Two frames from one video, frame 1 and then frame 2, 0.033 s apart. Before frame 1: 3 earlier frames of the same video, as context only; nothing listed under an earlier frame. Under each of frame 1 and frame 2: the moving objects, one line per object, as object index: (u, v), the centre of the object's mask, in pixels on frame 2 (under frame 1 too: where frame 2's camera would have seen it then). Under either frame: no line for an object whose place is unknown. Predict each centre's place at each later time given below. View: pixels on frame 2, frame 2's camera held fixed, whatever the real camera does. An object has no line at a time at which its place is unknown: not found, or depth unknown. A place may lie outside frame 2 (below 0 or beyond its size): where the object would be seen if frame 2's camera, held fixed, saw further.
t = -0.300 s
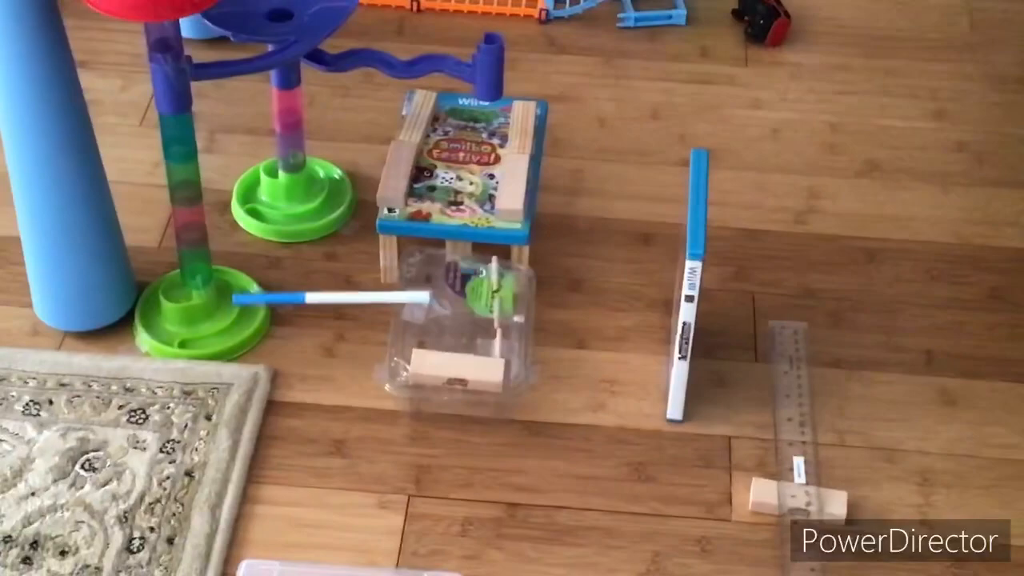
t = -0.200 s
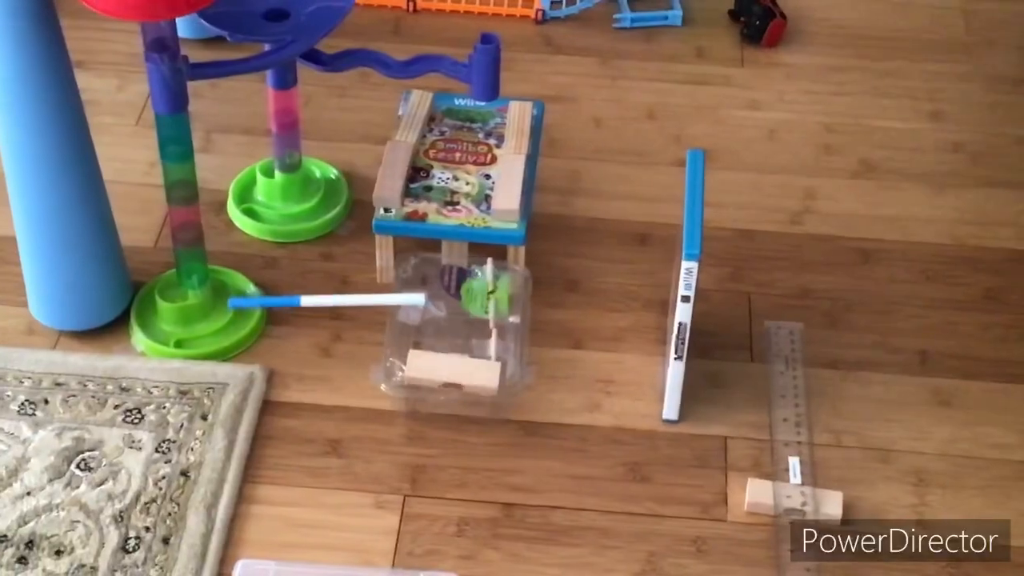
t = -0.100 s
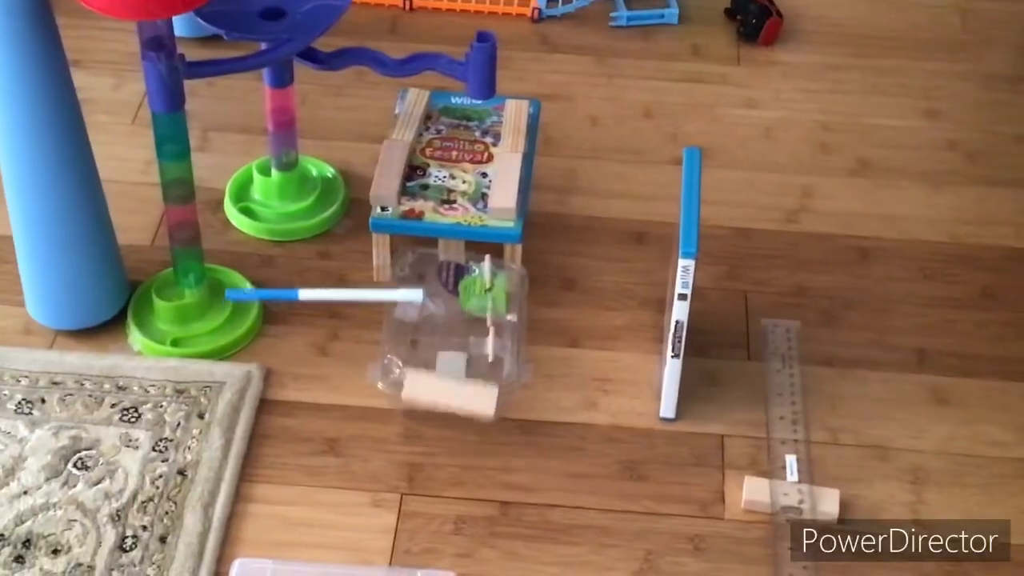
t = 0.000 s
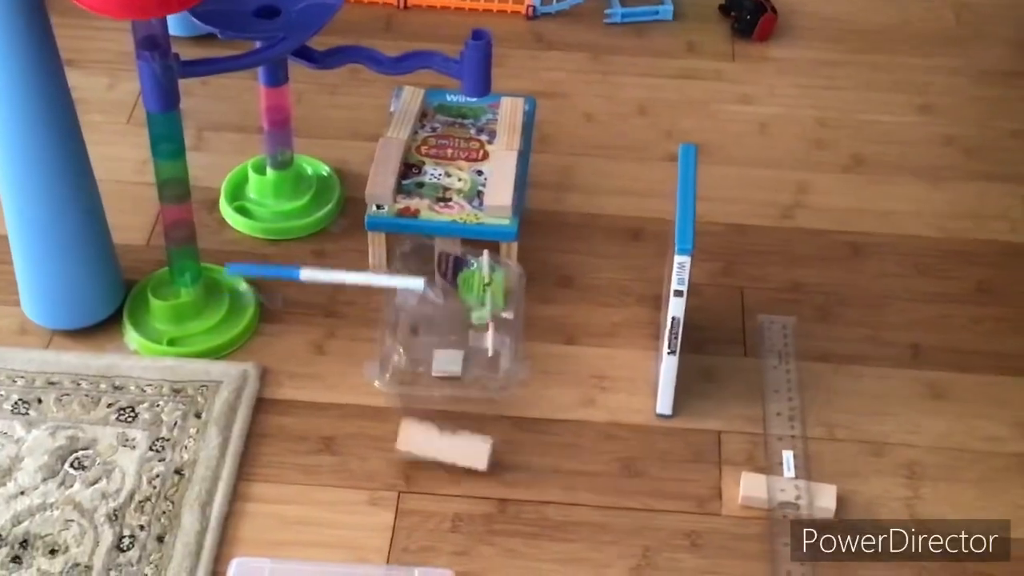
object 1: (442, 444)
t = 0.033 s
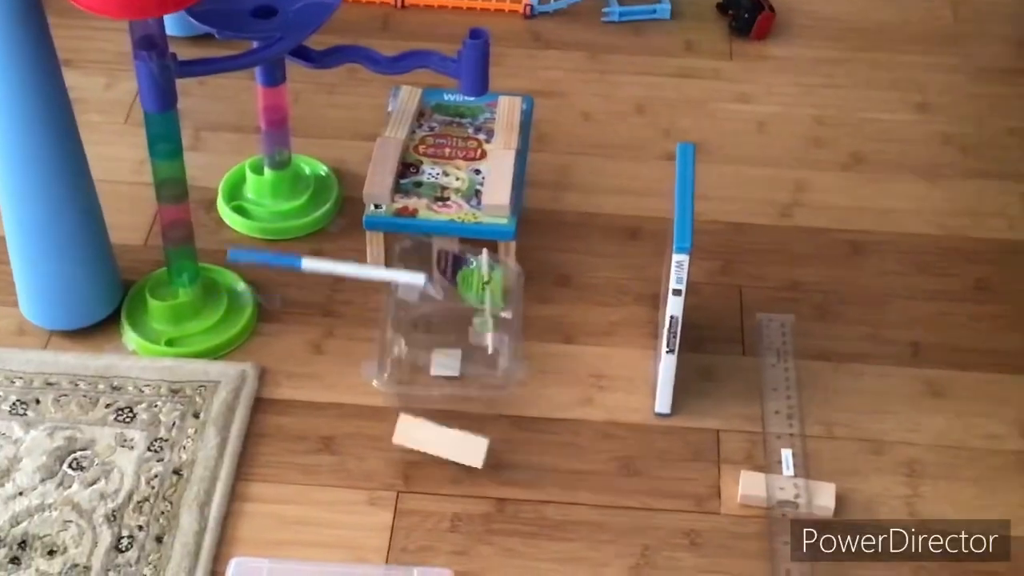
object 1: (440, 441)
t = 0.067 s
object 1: (439, 445)
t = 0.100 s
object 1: (437, 457)
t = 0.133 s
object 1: (438, 455)
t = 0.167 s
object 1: (440, 454)
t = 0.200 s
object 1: (441, 455)
